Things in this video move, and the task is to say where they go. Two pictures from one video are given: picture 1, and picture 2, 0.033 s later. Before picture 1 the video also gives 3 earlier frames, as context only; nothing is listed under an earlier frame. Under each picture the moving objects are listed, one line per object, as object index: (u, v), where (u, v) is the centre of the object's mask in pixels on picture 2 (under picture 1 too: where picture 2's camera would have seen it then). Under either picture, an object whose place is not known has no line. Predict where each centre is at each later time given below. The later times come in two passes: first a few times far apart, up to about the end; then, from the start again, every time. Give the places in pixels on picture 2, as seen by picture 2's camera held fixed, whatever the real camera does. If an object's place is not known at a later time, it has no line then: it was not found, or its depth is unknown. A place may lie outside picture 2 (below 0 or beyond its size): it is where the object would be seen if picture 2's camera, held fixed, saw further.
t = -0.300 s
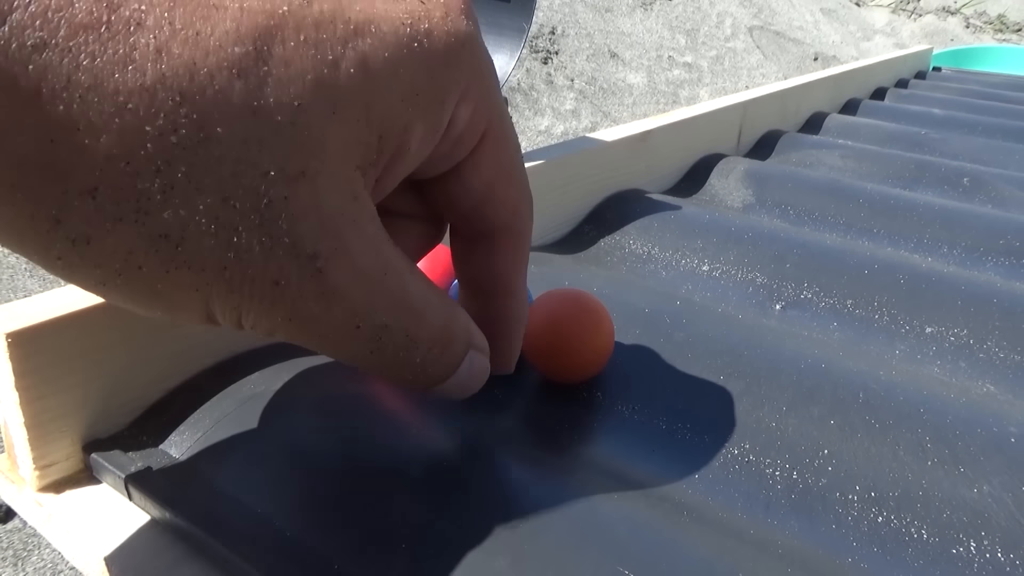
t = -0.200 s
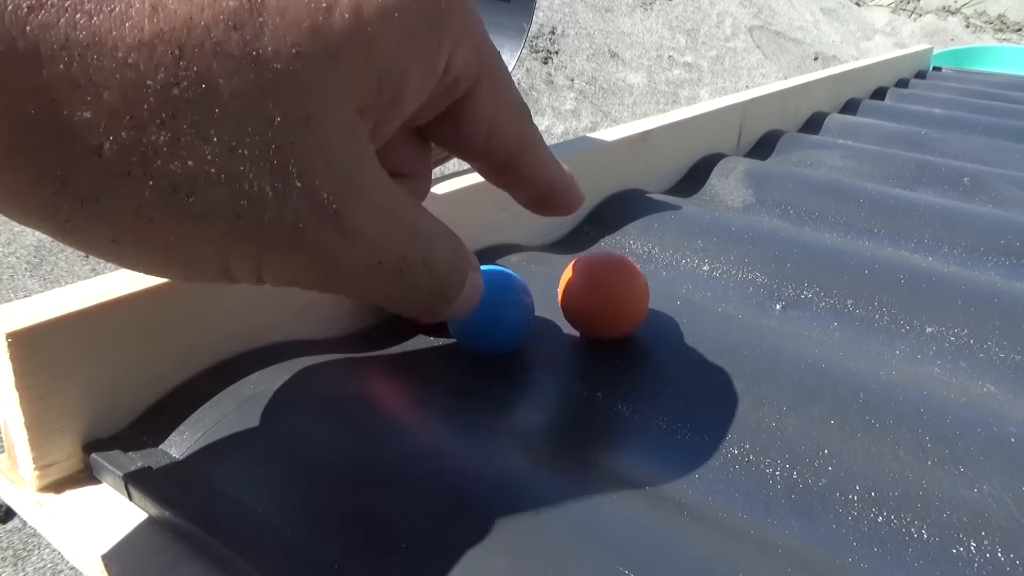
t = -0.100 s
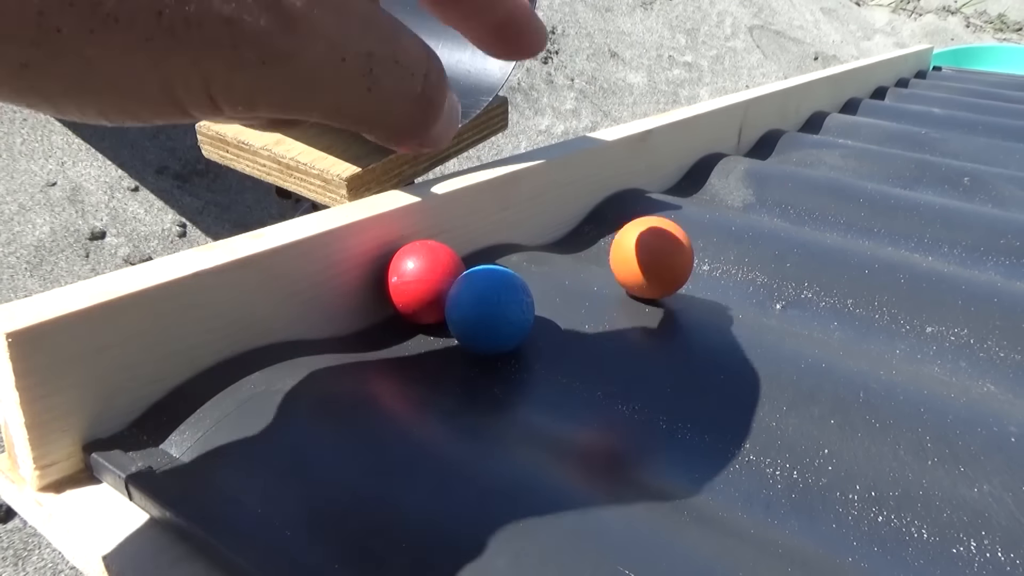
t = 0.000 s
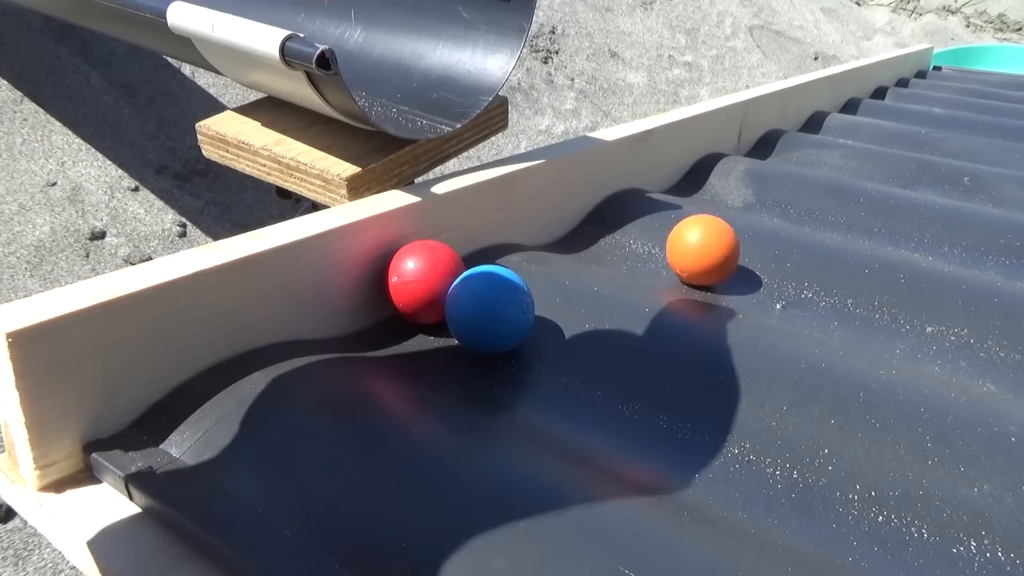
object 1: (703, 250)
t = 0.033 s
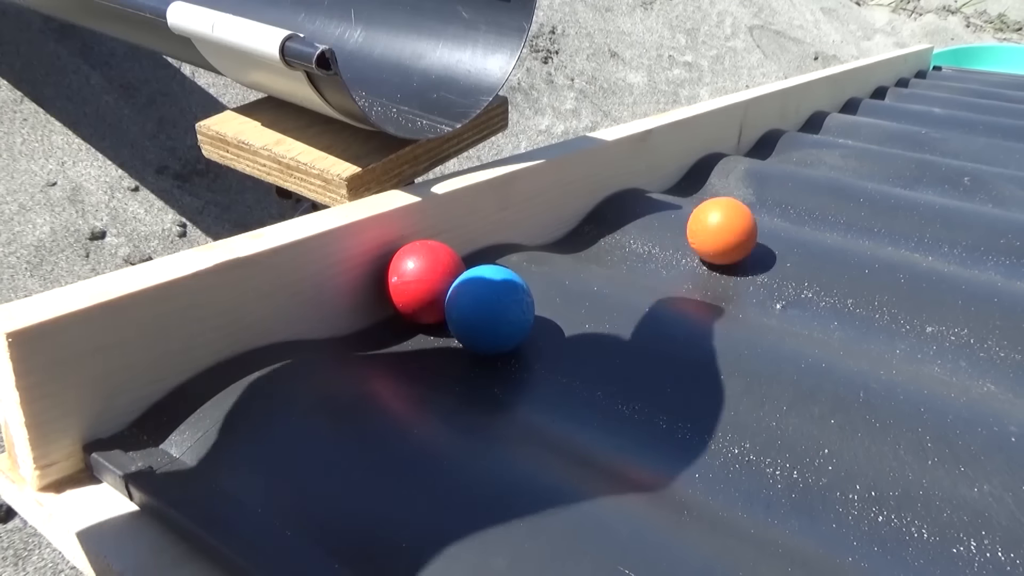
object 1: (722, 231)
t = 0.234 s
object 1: (807, 167)
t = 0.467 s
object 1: (872, 127)
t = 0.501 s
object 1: (880, 122)
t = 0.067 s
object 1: (739, 208)
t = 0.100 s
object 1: (753, 194)
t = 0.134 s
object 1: (767, 188)
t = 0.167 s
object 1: (778, 192)
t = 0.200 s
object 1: (792, 187)
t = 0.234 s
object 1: (807, 167)
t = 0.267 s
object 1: (819, 152)
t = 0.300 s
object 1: (829, 147)
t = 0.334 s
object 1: (836, 152)
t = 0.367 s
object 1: (847, 144)
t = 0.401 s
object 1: (858, 127)
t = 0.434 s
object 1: (867, 121)
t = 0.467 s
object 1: (872, 127)
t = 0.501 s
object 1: (880, 122)
